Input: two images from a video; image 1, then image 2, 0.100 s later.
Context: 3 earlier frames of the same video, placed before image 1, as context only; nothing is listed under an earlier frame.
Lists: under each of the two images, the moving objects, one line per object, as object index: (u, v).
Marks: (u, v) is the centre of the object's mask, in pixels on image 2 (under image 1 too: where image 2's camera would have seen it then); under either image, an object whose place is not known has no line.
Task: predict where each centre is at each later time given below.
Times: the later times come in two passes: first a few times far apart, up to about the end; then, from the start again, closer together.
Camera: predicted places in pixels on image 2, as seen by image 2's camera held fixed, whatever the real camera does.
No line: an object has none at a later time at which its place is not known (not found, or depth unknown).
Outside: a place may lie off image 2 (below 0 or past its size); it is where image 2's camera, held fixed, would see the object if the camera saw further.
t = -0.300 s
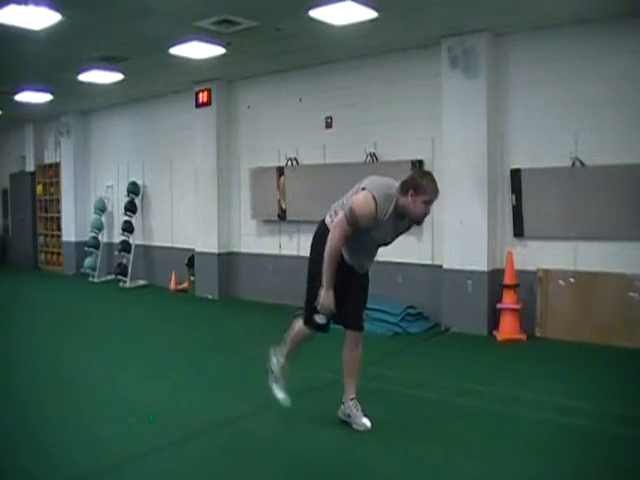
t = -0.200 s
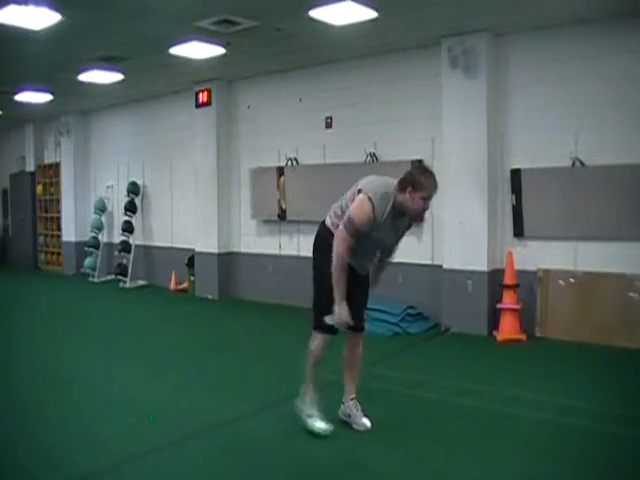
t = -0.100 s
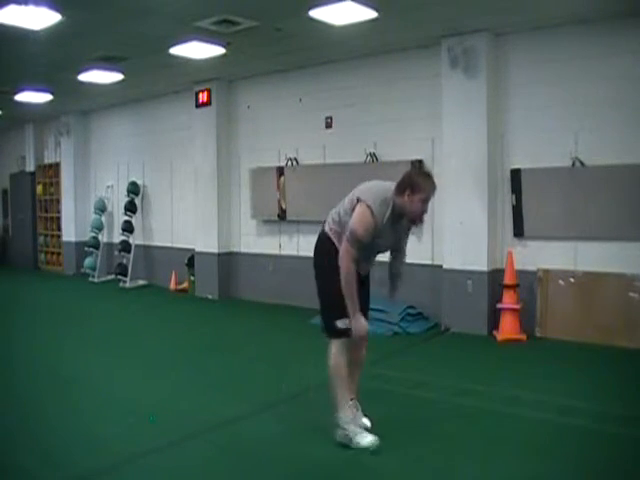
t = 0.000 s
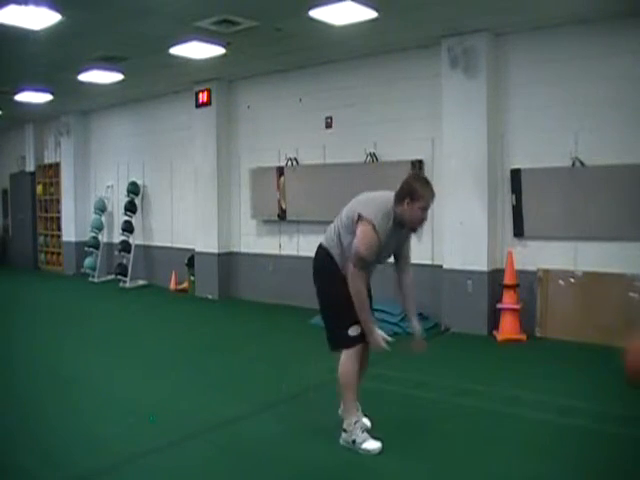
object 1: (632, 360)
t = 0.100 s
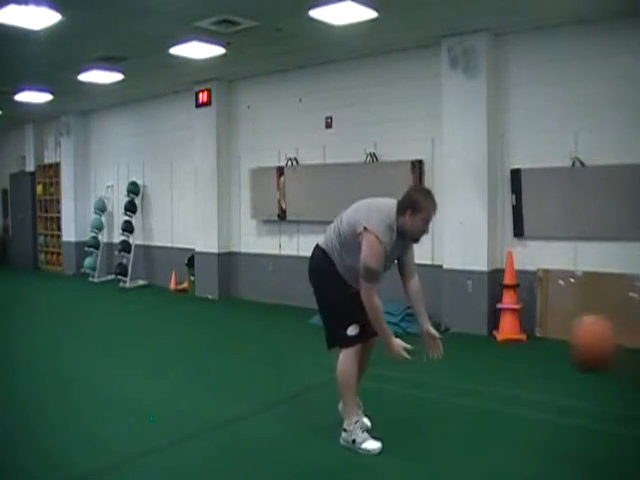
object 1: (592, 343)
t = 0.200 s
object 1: (545, 345)
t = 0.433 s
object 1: (447, 411)
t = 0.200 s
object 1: (545, 345)
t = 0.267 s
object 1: (516, 359)
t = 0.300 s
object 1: (502, 368)
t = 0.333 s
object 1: (487, 379)
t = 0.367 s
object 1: (474, 391)
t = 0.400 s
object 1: (461, 403)
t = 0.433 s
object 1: (447, 411)
